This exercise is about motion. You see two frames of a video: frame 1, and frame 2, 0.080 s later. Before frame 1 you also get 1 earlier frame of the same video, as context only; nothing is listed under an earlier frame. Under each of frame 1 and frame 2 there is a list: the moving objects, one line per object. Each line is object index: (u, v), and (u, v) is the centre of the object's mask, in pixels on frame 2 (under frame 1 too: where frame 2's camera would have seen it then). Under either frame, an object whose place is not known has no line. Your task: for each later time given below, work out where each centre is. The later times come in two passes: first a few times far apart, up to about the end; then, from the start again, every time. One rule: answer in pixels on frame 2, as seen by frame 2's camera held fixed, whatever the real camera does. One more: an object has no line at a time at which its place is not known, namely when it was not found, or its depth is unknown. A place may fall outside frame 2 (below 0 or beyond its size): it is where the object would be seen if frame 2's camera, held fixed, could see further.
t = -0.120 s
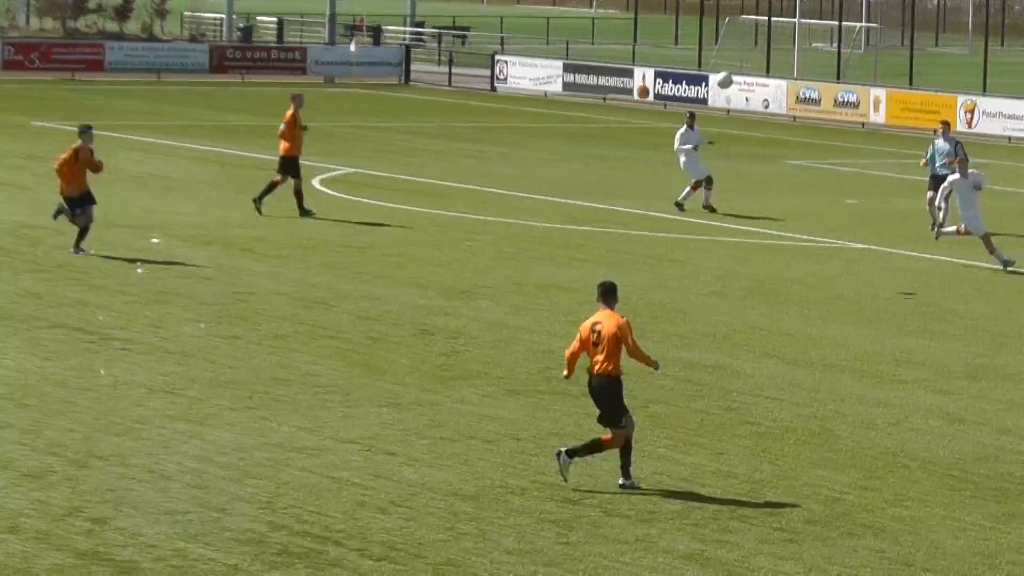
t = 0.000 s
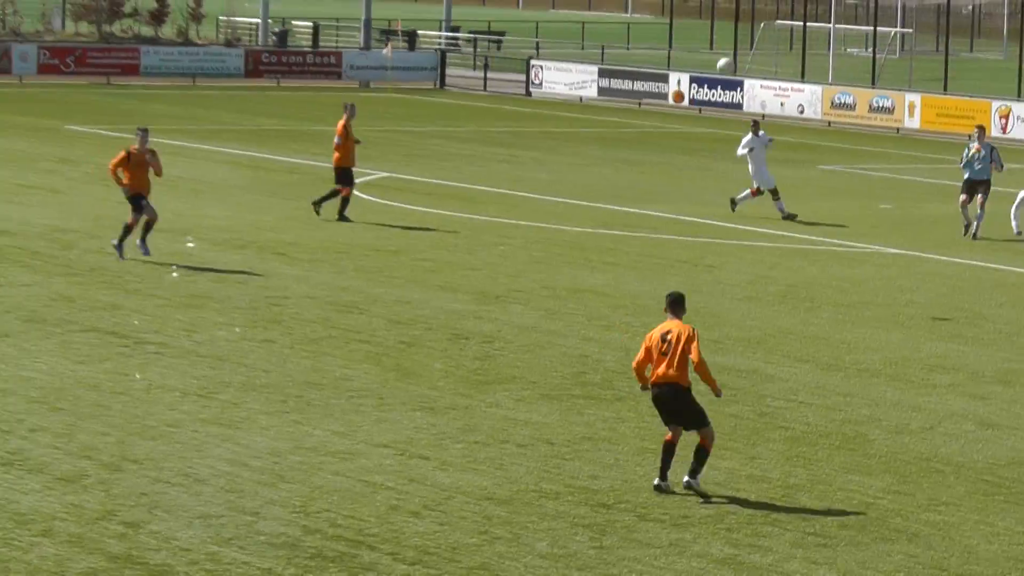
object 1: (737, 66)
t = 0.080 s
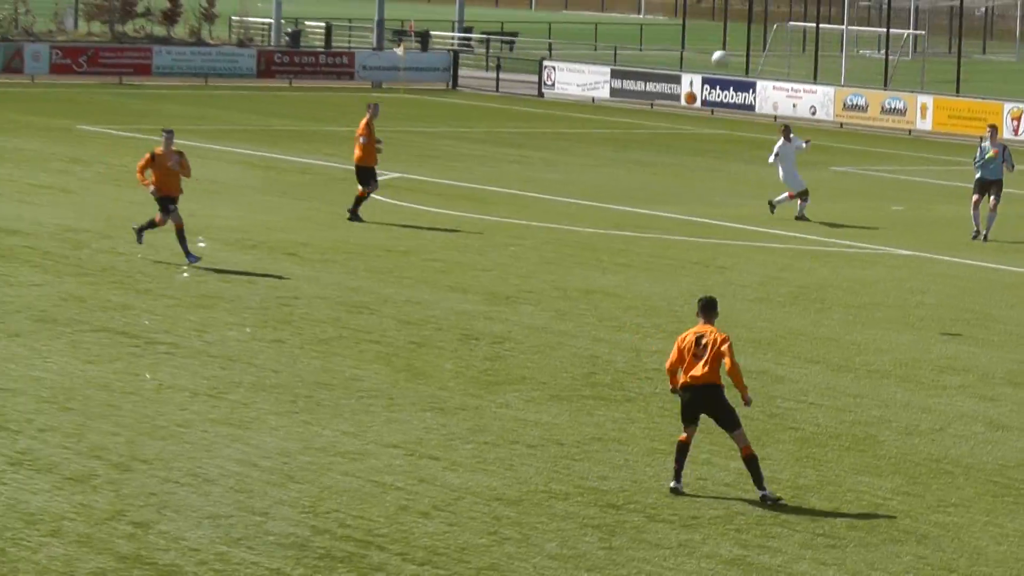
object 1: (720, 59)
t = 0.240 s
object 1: (694, 56)
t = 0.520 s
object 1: (674, 104)
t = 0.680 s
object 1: (678, 173)
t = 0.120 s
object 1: (712, 57)
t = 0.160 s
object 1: (706, 55)
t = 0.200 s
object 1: (699, 55)
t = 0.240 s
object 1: (694, 56)
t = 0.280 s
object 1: (688, 58)
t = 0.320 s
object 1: (684, 62)
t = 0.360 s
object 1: (680, 68)
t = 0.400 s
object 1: (678, 74)
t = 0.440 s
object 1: (676, 84)
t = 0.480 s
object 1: (675, 93)
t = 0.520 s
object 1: (674, 104)
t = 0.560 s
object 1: (673, 119)
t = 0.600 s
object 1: (675, 134)
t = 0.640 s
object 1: (675, 152)
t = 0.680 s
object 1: (678, 173)
